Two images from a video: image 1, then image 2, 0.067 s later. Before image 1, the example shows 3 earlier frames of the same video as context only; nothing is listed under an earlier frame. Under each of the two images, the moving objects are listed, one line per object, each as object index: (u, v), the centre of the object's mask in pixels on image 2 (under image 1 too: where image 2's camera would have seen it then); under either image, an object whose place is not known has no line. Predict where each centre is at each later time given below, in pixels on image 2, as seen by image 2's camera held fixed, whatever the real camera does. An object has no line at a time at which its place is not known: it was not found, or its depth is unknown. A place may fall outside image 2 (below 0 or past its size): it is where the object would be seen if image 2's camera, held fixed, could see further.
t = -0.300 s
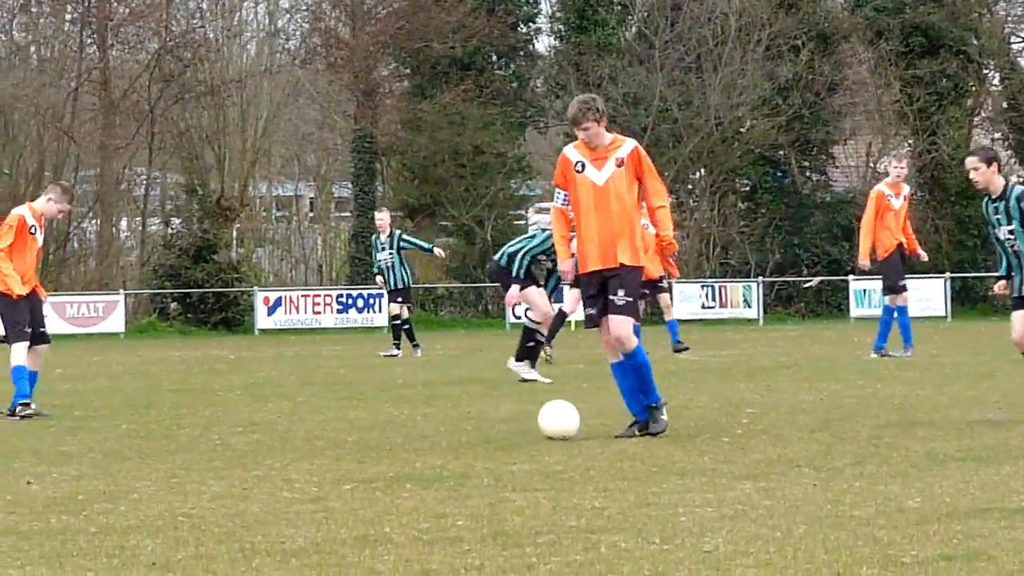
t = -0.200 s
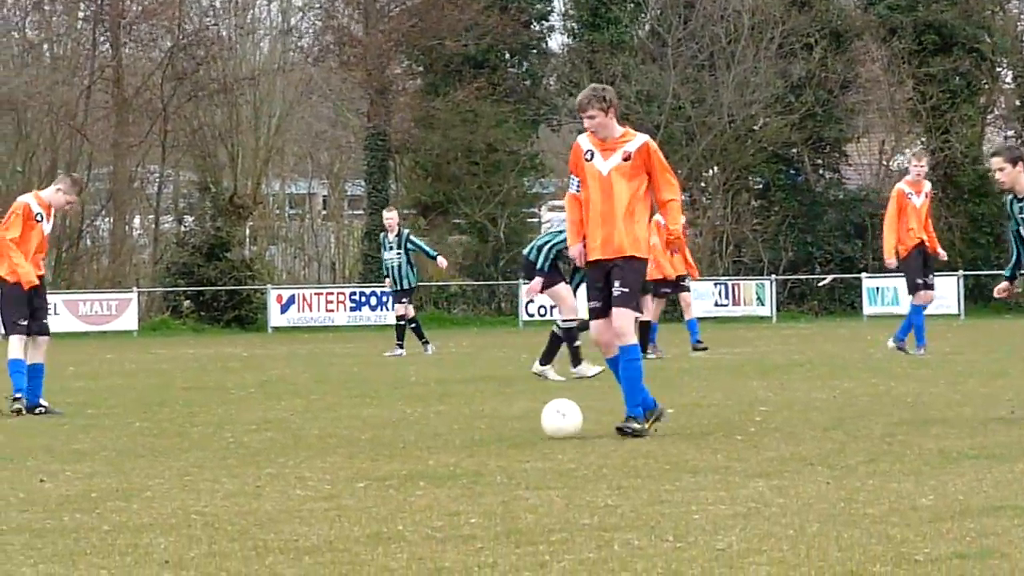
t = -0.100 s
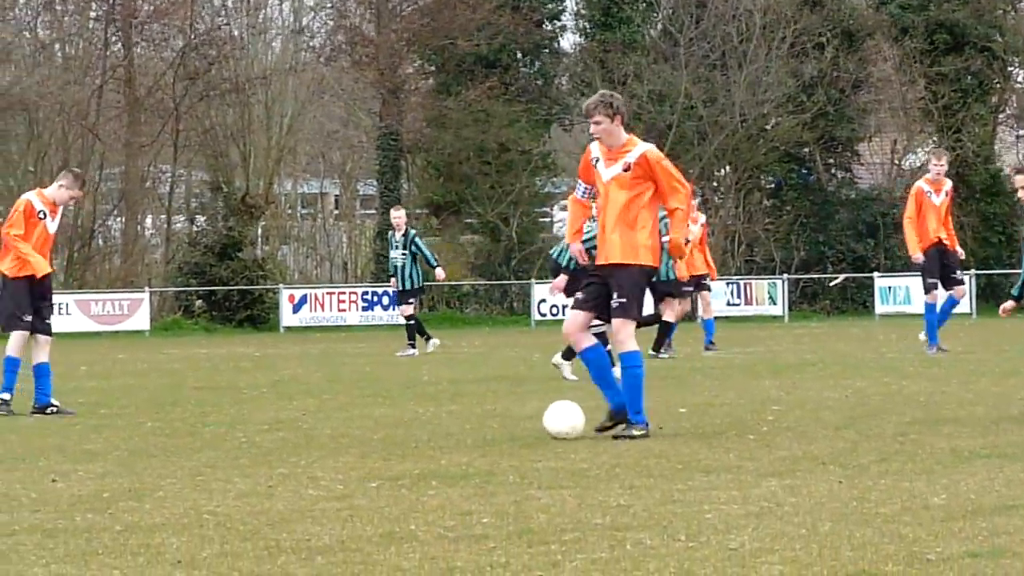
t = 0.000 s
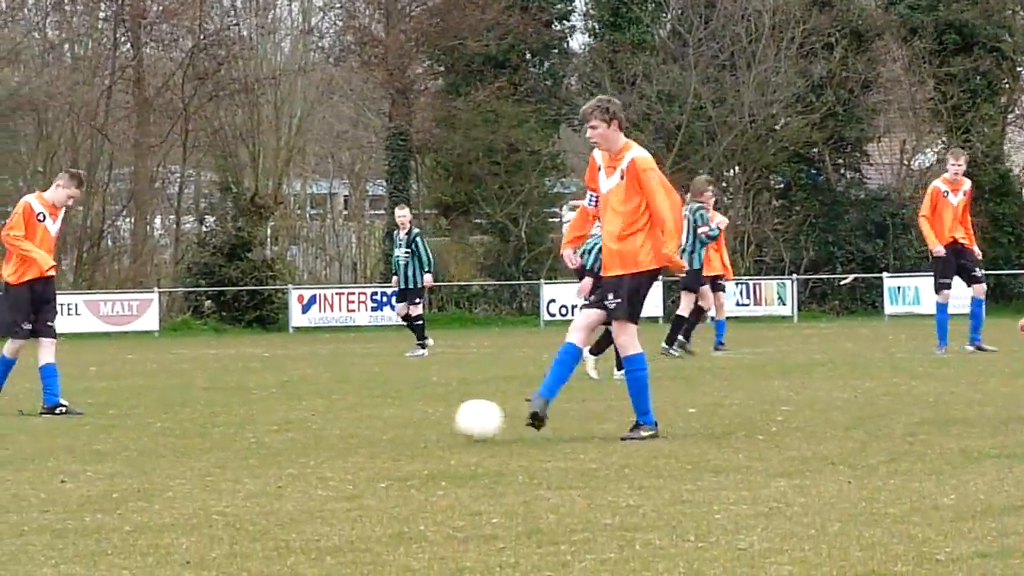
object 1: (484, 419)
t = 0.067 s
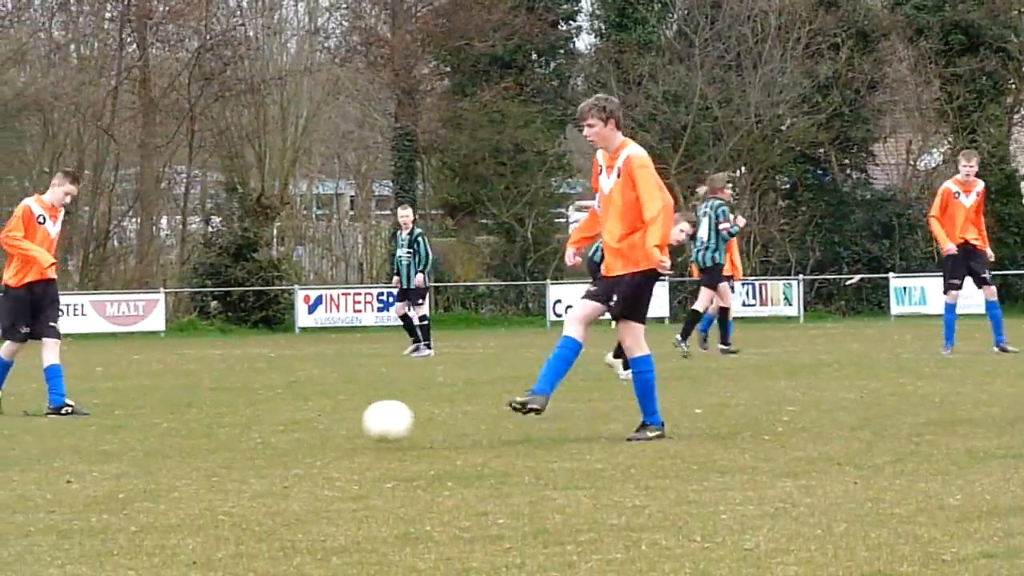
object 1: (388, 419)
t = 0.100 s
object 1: (338, 424)
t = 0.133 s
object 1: (289, 430)
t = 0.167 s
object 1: (240, 435)
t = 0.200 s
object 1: (195, 436)
